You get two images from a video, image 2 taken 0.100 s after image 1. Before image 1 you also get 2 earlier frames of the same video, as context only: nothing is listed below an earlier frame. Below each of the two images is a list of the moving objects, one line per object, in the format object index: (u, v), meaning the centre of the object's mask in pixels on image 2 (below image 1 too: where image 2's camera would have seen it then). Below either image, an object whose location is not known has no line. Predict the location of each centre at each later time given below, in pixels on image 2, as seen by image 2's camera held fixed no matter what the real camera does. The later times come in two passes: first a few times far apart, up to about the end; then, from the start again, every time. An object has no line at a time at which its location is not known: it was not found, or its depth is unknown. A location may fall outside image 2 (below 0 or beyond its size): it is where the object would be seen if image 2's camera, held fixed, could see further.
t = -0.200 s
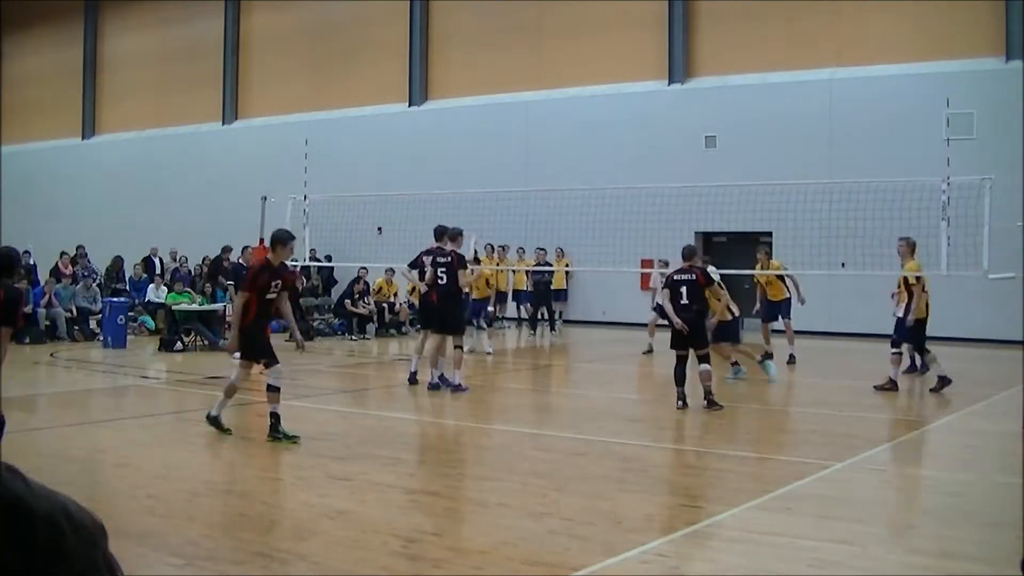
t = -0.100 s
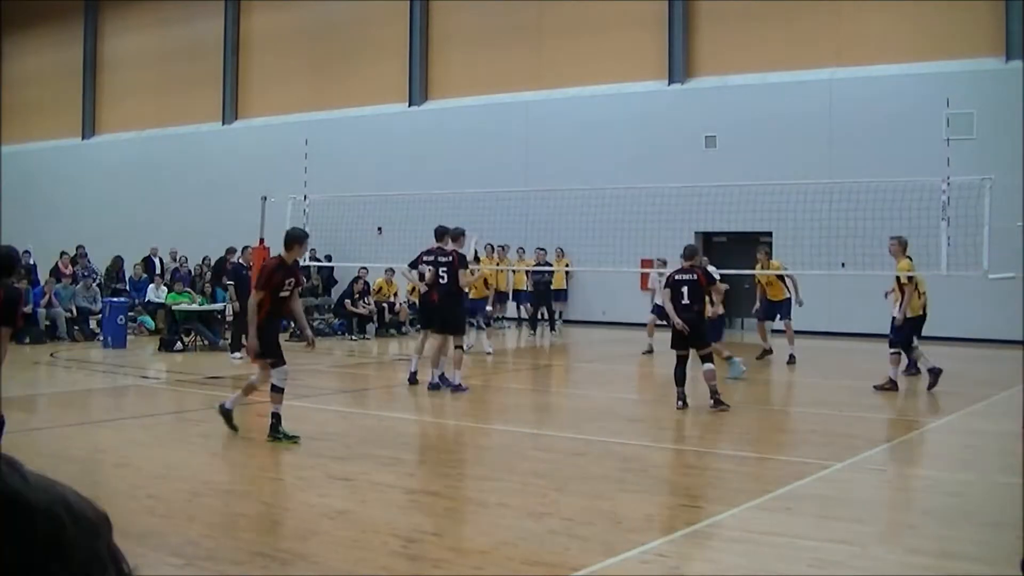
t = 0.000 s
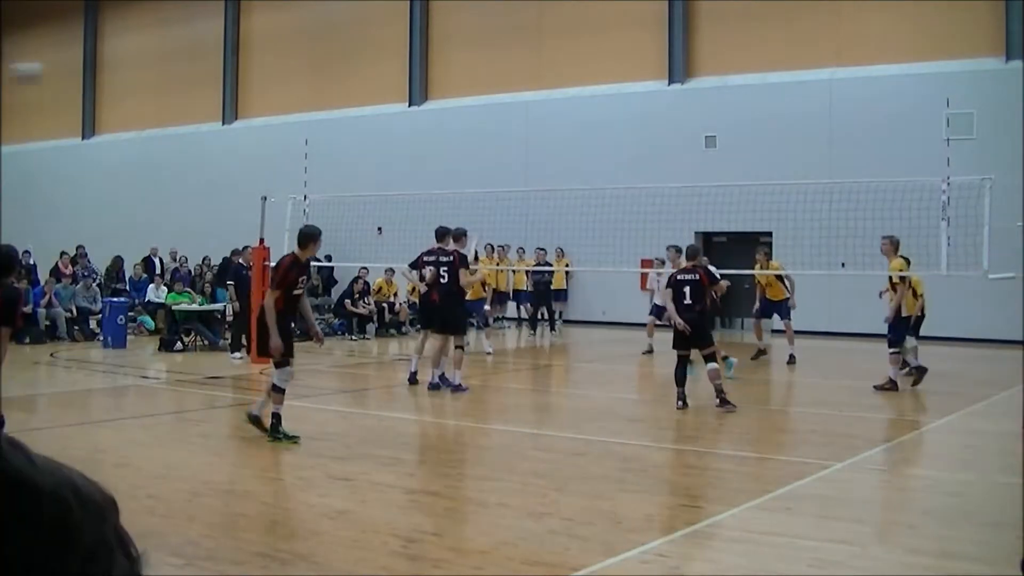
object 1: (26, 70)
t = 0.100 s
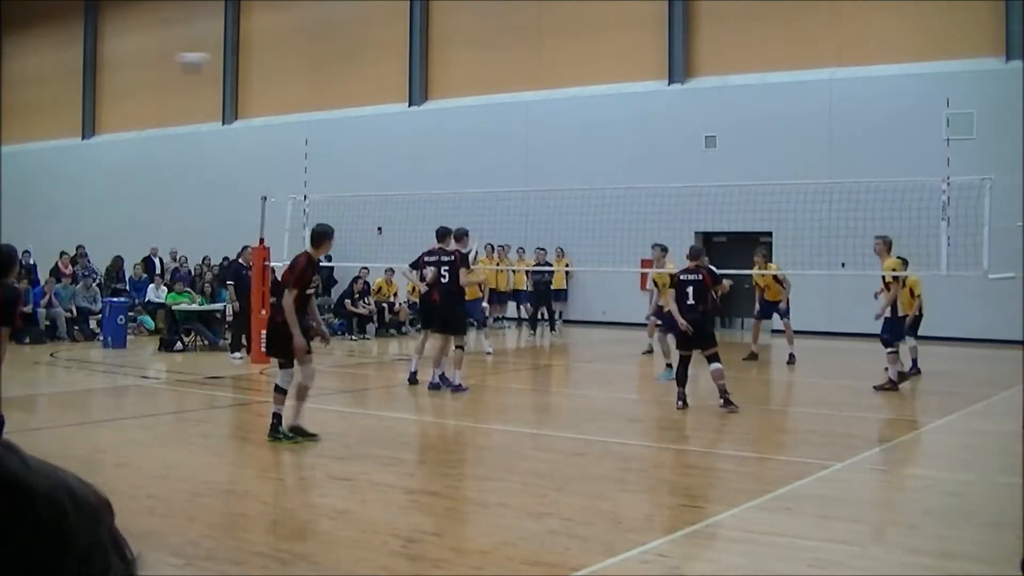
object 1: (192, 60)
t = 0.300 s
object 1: (463, 72)
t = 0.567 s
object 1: (726, 137)
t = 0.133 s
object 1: (241, 59)
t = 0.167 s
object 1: (291, 60)
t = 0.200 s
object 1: (338, 62)
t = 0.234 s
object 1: (381, 63)
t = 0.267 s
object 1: (421, 68)
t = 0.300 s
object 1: (463, 72)
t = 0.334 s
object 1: (501, 77)
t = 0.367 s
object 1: (540, 84)
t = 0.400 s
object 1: (575, 91)
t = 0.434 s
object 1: (608, 98)
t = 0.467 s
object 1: (640, 108)
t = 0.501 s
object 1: (669, 115)
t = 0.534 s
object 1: (699, 126)
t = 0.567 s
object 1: (726, 137)
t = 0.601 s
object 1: (753, 148)
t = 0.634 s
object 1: (779, 160)
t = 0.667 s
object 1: (804, 171)
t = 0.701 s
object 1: (829, 183)
